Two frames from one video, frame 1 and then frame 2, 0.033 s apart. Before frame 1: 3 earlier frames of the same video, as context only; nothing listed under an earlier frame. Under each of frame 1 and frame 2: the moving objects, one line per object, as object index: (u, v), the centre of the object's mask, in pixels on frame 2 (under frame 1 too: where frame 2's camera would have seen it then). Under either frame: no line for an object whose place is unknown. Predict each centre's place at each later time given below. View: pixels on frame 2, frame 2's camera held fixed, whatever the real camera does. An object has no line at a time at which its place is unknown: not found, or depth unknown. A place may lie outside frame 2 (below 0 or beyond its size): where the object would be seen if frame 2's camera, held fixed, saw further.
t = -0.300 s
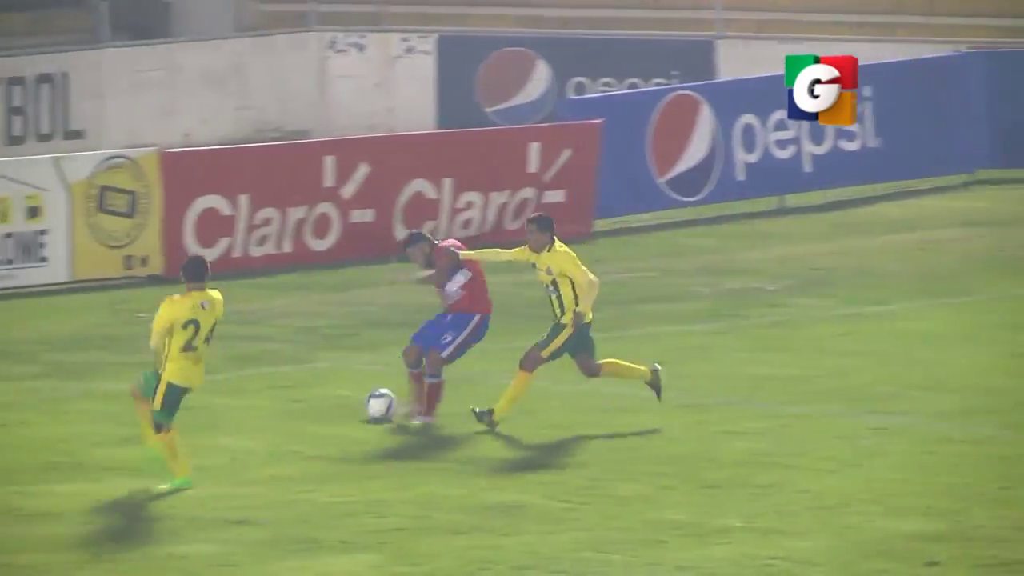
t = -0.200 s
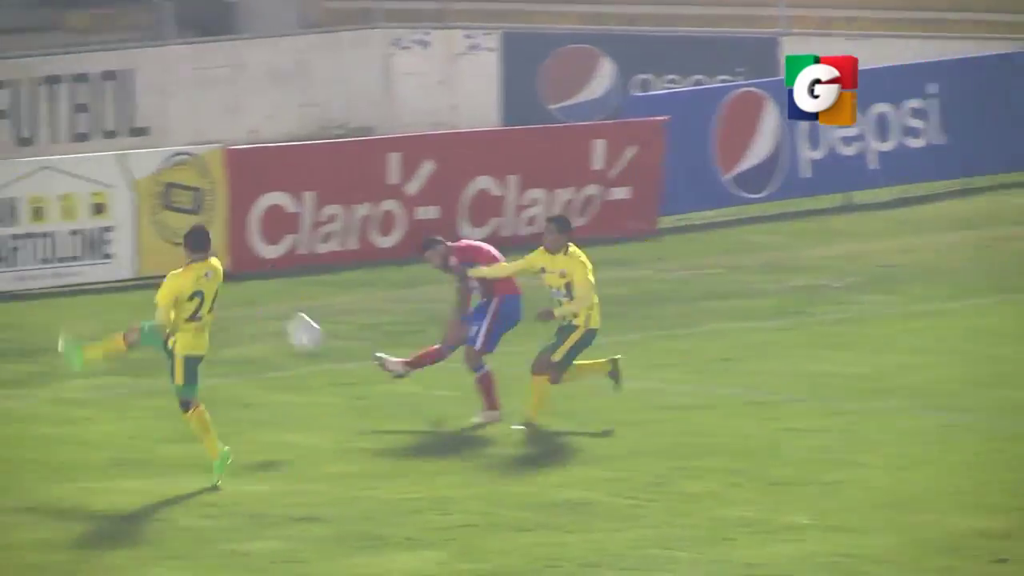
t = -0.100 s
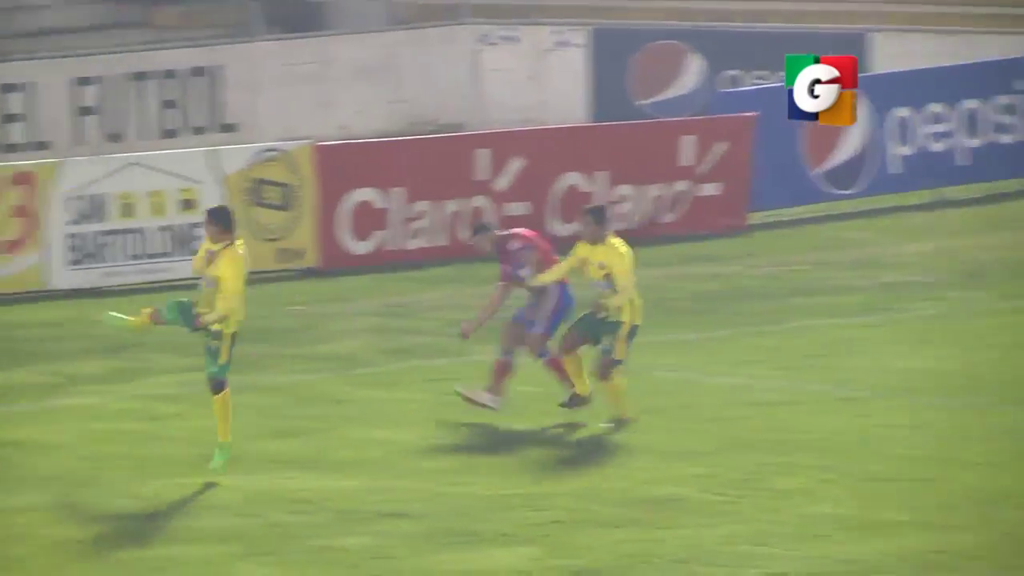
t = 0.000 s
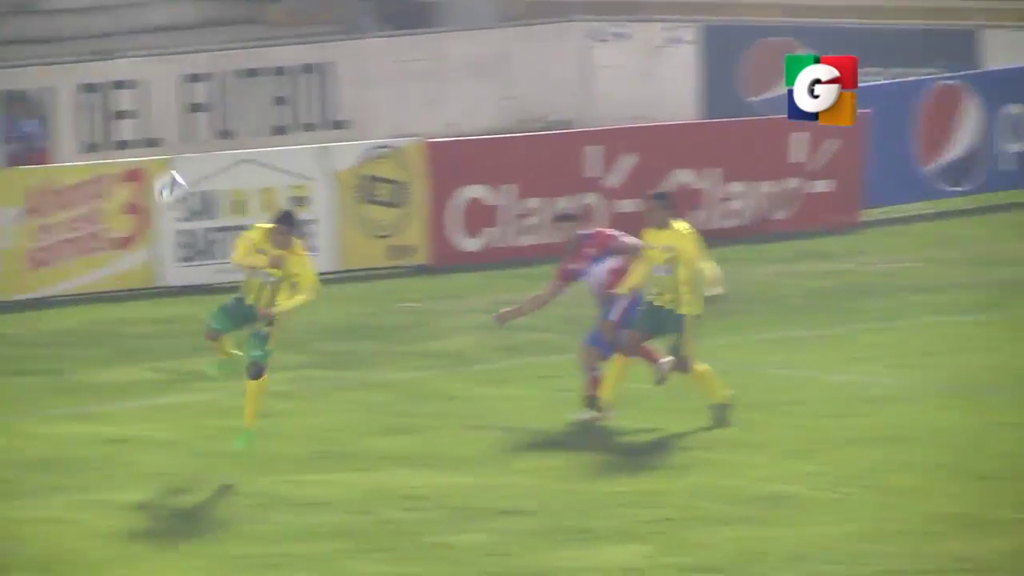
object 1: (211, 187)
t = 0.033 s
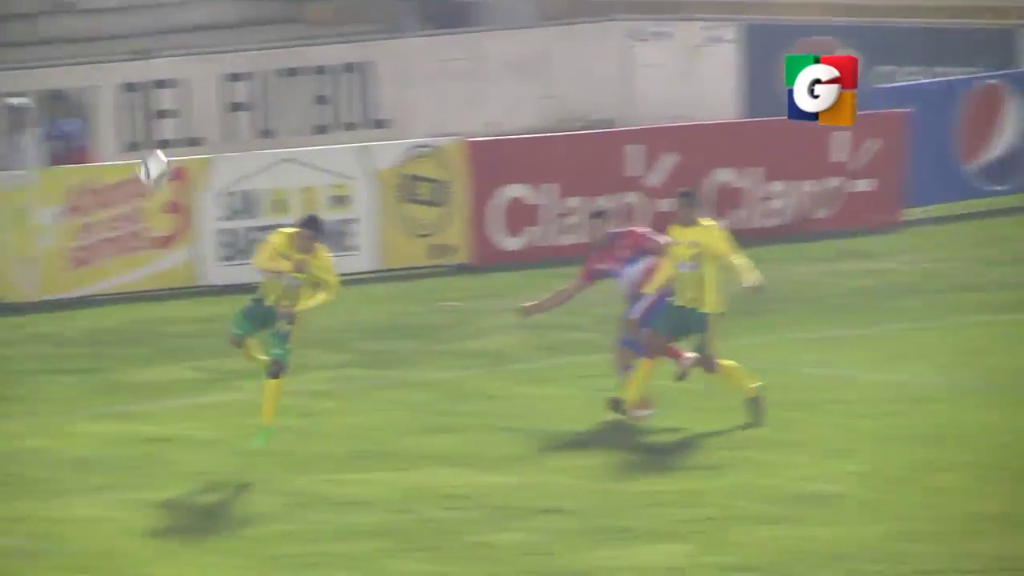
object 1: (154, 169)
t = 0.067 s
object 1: (99, 148)
